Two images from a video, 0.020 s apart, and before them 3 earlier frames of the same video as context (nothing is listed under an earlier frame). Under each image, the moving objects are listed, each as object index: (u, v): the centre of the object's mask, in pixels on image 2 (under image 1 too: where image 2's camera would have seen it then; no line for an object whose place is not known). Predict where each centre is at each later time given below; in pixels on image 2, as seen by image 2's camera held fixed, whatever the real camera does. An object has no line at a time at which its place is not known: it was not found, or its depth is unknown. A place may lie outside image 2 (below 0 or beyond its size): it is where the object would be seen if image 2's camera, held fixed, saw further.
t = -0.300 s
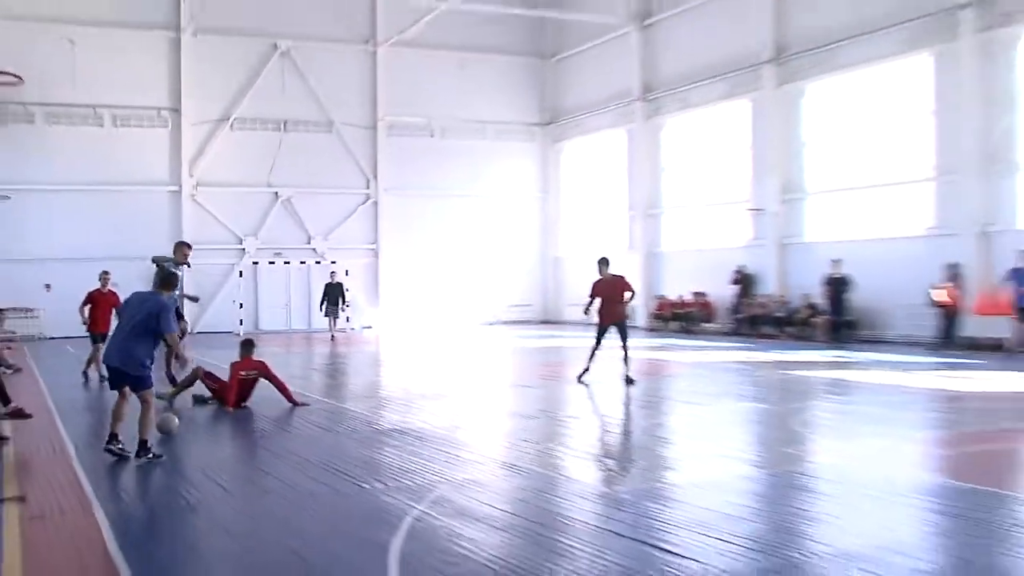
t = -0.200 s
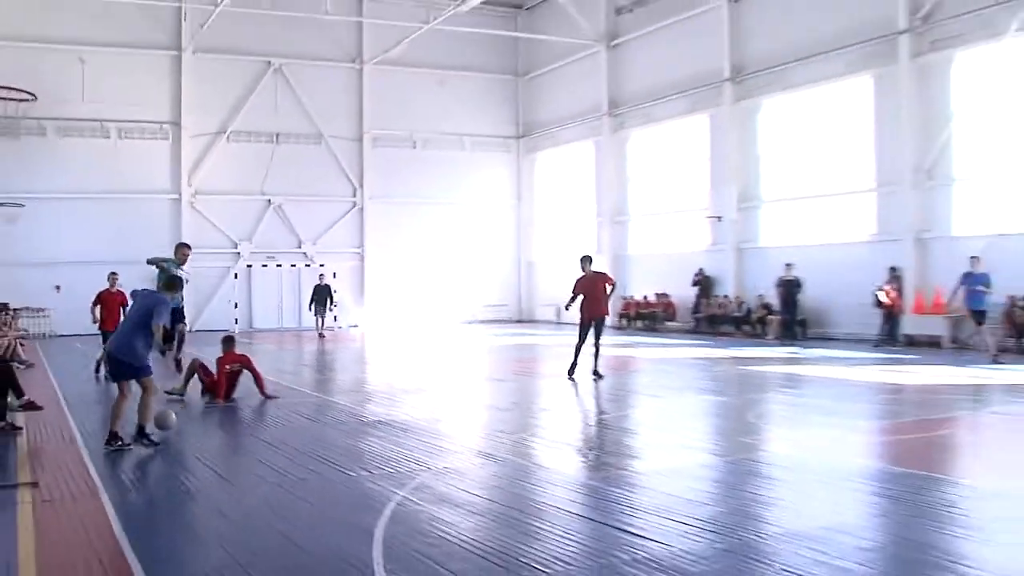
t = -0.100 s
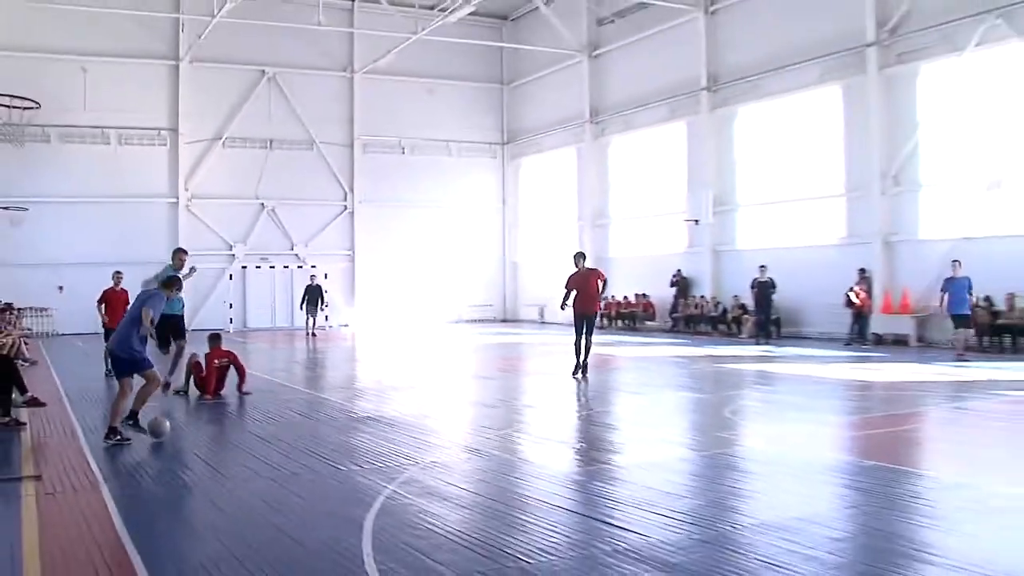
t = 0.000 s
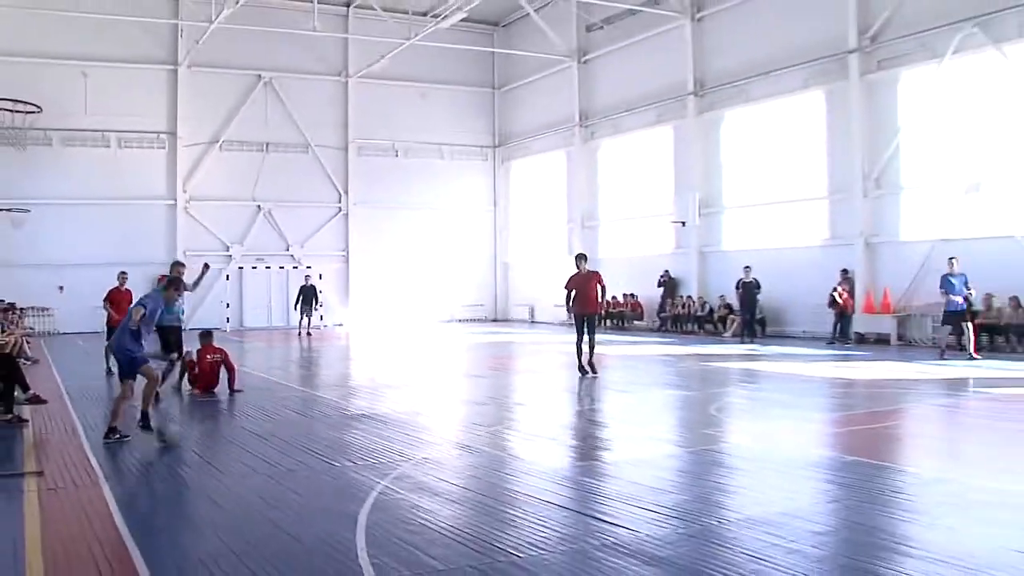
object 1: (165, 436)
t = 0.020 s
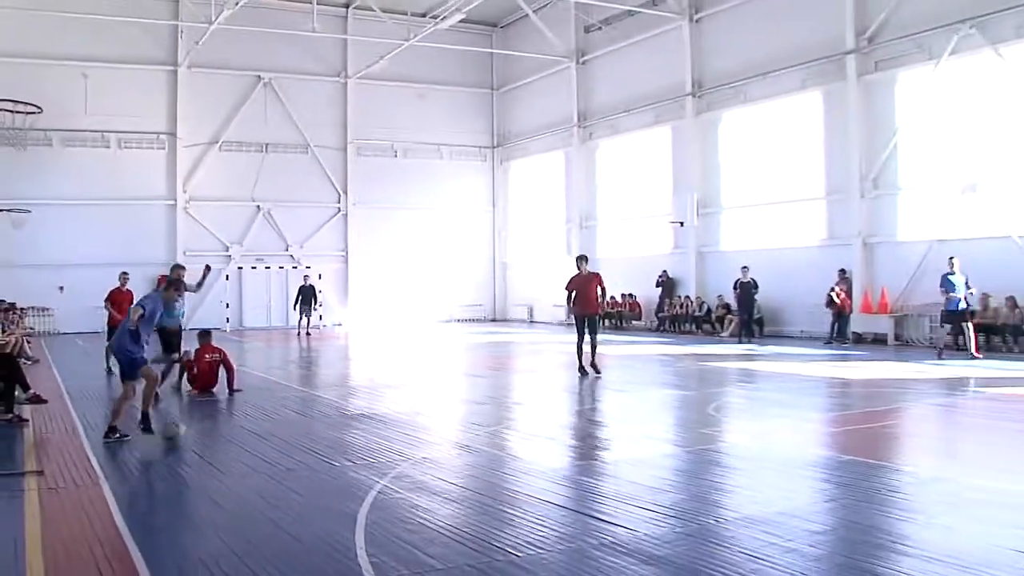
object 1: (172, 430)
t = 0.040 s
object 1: (185, 428)
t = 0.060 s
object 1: (187, 429)
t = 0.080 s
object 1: (194, 429)
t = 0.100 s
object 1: (200, 429)
